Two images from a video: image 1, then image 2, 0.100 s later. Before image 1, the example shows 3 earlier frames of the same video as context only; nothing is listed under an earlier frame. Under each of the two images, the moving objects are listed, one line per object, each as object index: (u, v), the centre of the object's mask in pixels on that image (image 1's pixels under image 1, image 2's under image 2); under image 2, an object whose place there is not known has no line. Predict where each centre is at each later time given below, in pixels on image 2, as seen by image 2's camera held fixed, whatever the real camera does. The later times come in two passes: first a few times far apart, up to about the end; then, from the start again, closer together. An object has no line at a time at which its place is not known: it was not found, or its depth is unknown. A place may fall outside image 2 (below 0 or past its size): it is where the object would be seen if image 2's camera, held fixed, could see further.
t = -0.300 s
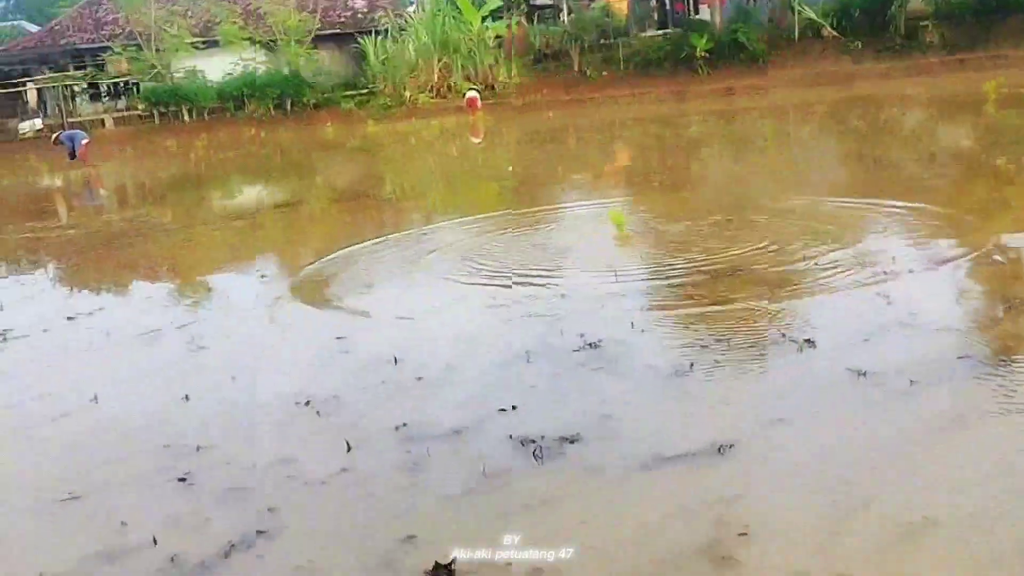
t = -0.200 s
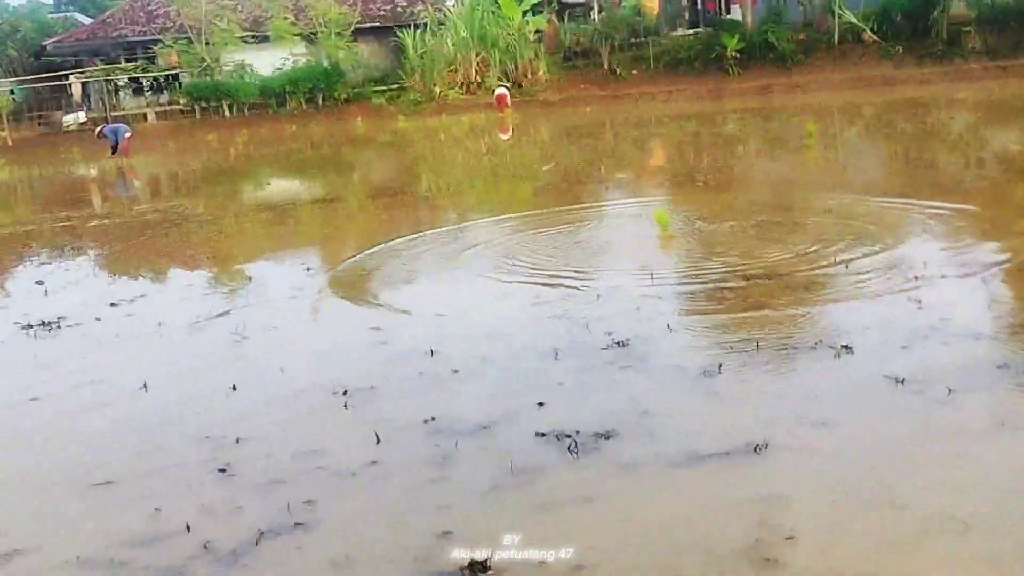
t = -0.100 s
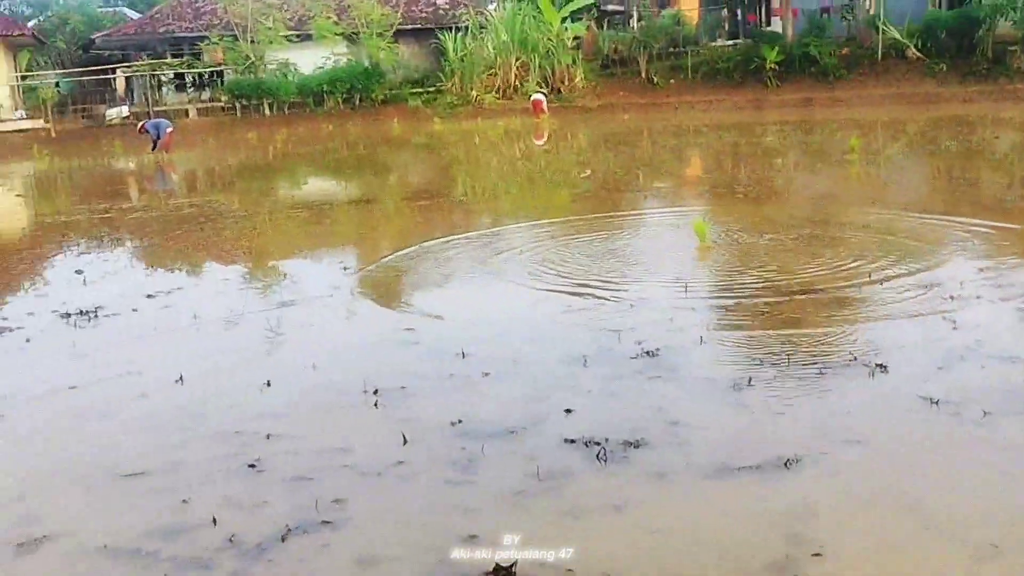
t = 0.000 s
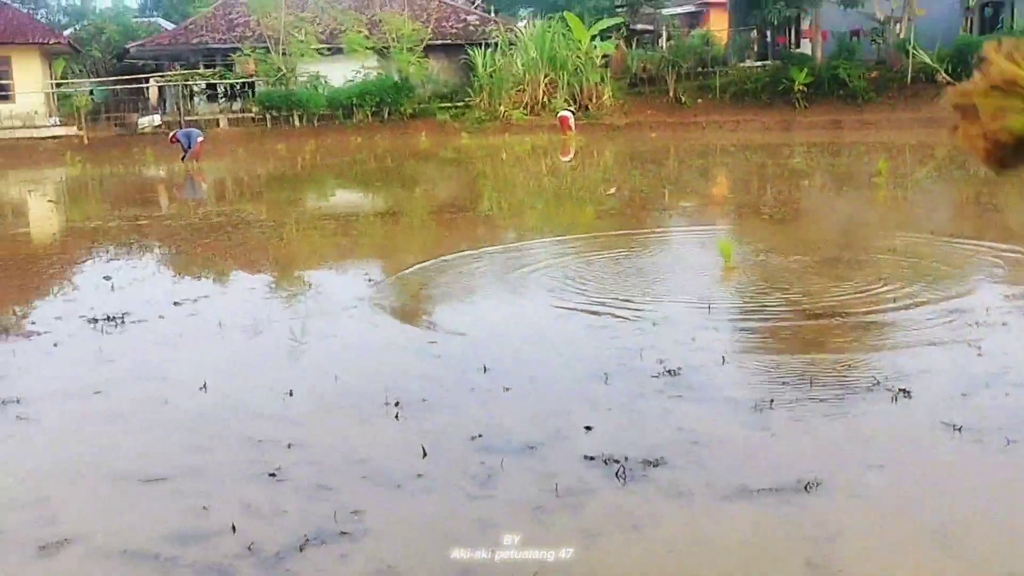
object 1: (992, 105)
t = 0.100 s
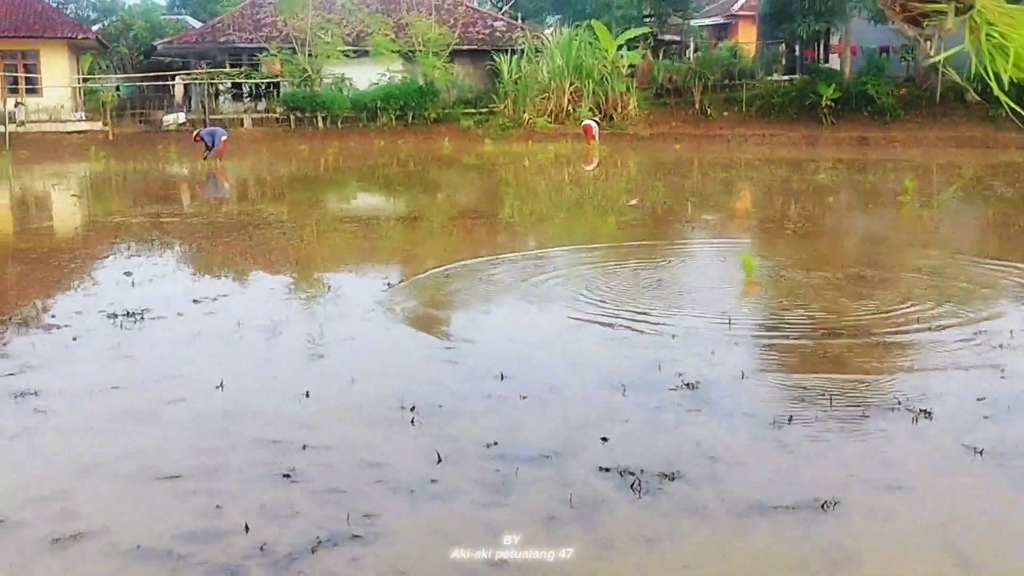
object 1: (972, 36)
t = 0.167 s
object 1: (944, 28)
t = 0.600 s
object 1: (760, 178)
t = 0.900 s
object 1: (717, 364)
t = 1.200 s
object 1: (714, 359)
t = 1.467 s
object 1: (714, 354)
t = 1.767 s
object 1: (713, 354)
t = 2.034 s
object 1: (714, 354)
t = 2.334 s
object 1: (713, 353)
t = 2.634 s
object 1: (712, 353)
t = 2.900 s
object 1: (710, 352)
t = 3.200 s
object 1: (708, 352)
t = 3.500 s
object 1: (709, 353)
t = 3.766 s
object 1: (711, 355)
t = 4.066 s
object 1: (711, 354)
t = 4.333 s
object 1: (711, 354)
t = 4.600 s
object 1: (711, 355)
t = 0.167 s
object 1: (944, 28)
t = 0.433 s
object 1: (801, 67)
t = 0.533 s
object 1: (778, 130)
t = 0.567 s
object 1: (769, 153)
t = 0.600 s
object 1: (760, 178)
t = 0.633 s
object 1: (751, 202)
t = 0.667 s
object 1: (743, 224)
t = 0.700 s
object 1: (735, 258)
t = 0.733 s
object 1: (735, 279)
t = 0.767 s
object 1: (729, 311)
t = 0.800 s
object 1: (725, 339)
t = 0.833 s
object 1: (722, 368)
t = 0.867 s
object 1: (712, 374)
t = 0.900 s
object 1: (717, 364)
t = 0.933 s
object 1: (718, 361)
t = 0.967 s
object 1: (717, 360)
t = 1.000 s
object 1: (718, 362)
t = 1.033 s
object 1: (713, 360)
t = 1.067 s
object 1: (713, 357)
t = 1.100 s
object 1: (713, 357)
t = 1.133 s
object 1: (714, 359)
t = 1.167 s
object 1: (715, 359)
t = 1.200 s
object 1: (714, 359)
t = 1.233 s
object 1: (714, 358)
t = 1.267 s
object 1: (715, 358)
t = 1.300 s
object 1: (717, 359)
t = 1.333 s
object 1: (714, 355)
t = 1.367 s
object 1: (714, 354)
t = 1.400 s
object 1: (713, 354)
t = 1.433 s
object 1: (713, 354)
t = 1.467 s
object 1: (714, 354)
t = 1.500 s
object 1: (714, 355)
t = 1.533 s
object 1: (714, 354)
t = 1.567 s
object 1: (713, 354)
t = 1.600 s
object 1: (713, 354)
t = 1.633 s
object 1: (713, 354)
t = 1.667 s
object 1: (713, 354)
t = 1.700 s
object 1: (713, 354)
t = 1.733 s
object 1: (713, 354)
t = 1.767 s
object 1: (713, 354)
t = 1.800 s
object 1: (713, 354)
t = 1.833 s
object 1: (713, 353)
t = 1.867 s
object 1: (713, 353)
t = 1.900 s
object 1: (713, 353)
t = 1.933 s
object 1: (713, 353)
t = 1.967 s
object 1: (713, 353)
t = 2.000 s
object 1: (713, 353)
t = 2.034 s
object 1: (714, 354)
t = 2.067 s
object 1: (714, 354)
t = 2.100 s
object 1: (714, 354)
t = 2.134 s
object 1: (714, 354)
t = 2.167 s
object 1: (714, 354)
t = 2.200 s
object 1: (714, 354)
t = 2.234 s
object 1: (714, 354)
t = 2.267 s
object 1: (714, 353)
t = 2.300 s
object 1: (713, 353)
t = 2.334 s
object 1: (713, 353)
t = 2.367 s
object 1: (713, 353)
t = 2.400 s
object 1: (713, 353)
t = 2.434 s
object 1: (713, 353)
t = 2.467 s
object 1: (712, 353)
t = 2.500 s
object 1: (713, 353)
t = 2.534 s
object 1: (713, 353)
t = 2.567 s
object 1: (713, 353)
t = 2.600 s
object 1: (713, 353)
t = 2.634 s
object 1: (712, 353)
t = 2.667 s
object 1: (712, 352)
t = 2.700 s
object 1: (712, 352)
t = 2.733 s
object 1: (712, 352)
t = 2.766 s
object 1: (712, 352)
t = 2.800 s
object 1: (711, 352)
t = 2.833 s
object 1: (710, 352)
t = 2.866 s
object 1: (711, 352)
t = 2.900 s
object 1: (710, 352)
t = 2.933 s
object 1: (710, 352)
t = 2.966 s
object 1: (710, 352)
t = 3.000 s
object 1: (710, 352)
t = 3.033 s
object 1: (710, 352)
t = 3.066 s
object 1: (709, 352)
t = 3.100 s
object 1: (709, 352)
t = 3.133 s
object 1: (709, 352)
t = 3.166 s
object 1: (708, 351)
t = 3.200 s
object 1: (708, 352)
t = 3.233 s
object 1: (708, 352)
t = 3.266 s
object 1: (708, 352)
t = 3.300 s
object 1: (708, 352)
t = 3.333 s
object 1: (709, 353)
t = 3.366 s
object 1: (709, 353)
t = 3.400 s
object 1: (708, 353)
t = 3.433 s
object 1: (709, 353)
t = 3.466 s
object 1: (709, 353)
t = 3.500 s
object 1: (709, 353)
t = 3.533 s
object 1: (709, 354)
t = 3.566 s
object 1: (710, 354)
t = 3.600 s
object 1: (710, 354)
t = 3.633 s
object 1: (710, 355)
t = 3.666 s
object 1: (711, 354)
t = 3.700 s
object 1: (711, 355)
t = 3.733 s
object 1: (711, 355)
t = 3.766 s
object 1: (711, 355)
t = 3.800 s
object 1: (711, 355)
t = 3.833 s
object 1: (711, 354)
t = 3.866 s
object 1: (711, 354)
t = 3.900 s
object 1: (711, 354)
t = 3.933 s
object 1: (711, 355)
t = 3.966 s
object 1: (711, 354)
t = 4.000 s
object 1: (711, 354)
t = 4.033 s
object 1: (711, 354)
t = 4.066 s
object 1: (711, 354)
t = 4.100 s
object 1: (711, 354)
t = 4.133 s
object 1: (711, 354)
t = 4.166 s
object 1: (711, 355)
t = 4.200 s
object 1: (711, 355)
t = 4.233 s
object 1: (711, 355)
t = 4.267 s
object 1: (710, 354)
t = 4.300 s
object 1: (710, 354)
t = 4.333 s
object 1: (711, 354)
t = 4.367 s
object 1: (711, 354)
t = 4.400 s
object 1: (711, 355)
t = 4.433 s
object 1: (711, 354)
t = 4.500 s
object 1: (712, 355)
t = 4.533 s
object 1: (712, 355)
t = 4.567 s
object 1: (712, 355)
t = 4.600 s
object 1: (711, 355)
